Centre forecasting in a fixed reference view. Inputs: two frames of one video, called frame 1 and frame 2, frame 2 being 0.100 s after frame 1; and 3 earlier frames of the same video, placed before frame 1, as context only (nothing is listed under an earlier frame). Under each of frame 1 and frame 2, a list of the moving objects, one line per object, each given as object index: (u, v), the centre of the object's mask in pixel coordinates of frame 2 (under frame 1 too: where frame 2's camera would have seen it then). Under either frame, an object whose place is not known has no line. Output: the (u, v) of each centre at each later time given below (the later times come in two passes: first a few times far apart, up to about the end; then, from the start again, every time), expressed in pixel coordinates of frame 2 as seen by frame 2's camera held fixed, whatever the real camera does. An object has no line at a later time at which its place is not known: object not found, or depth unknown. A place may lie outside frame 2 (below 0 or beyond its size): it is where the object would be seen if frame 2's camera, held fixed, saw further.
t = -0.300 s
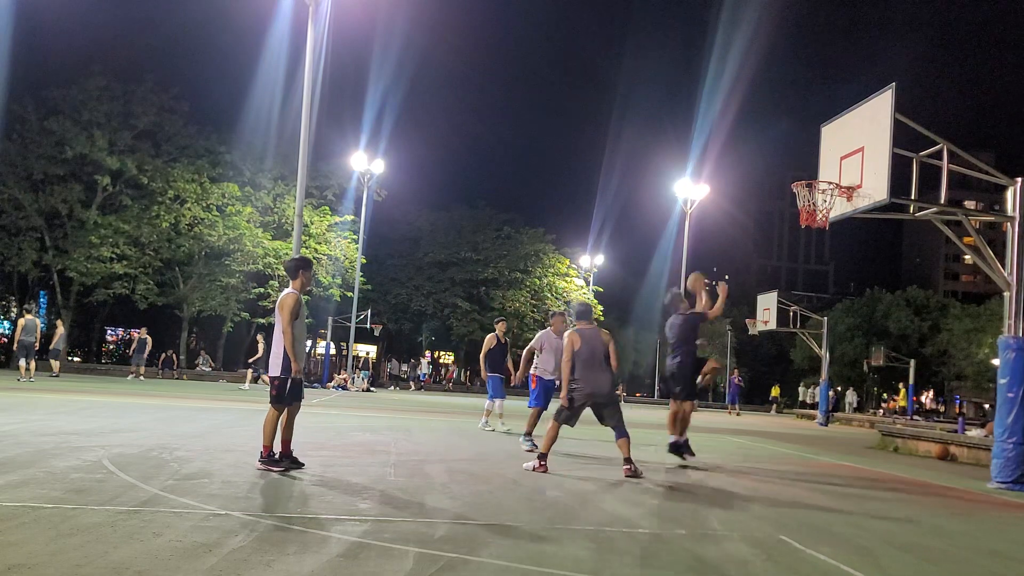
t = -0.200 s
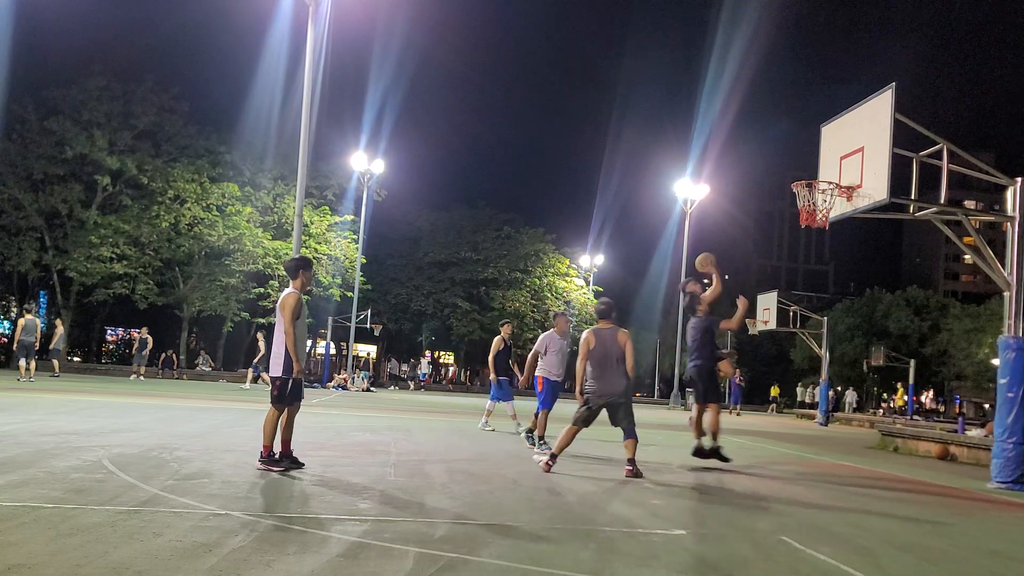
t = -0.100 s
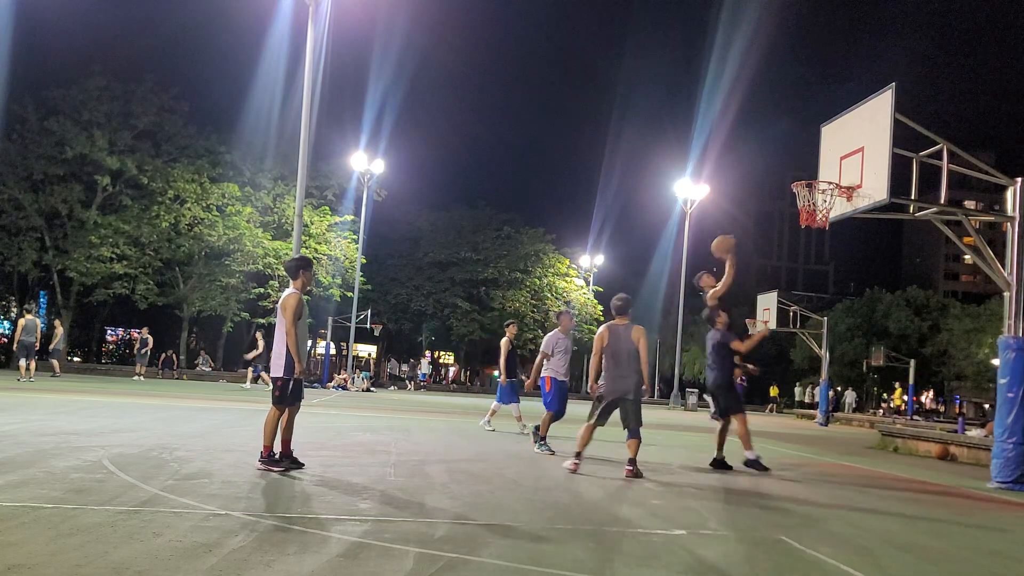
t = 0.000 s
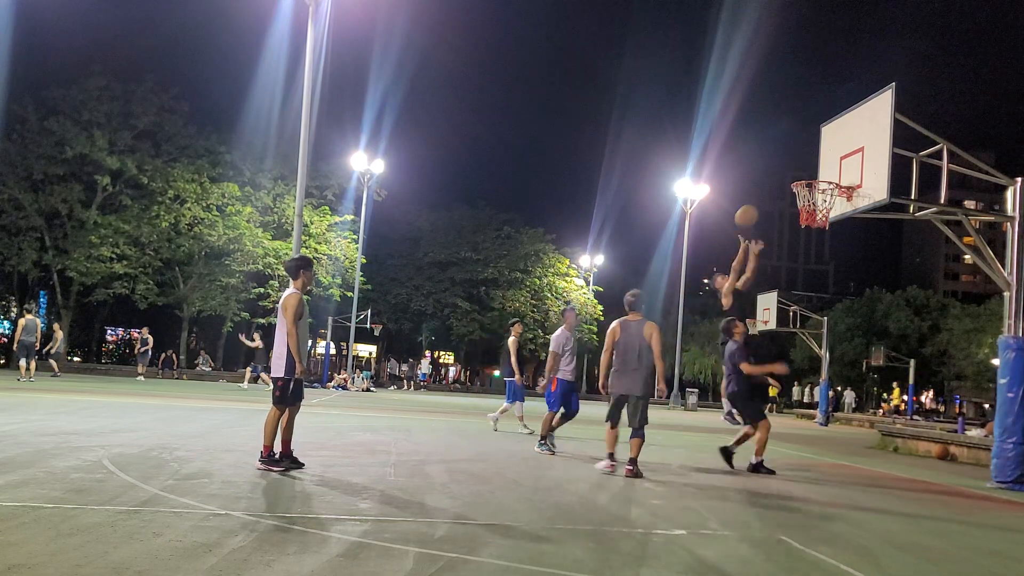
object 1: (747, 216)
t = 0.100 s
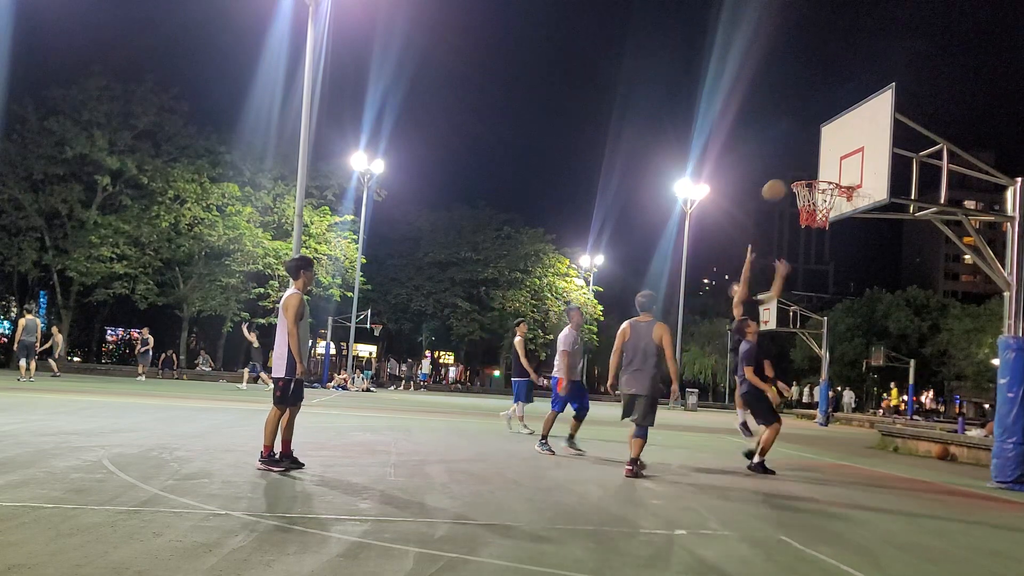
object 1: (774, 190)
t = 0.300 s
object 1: (831, 162)
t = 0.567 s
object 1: (808, 173)
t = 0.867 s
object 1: (820, 190)
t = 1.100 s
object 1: (813, 211)
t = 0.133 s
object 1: (783, 183)
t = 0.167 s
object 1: (792, 176)
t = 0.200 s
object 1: (802, 171)
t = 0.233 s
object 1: (811, 168)
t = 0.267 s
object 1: (820, 164)
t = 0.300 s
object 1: (831, 162)
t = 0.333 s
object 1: (829, 161)
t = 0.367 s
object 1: (826, 161)
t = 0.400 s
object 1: (822, 162)
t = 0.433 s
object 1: (818, 164)
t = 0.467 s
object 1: (815, 167)
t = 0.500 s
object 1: (811, 170)
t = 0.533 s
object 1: (807, 173)
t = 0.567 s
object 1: (808, 173)
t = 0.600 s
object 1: (810, 173)
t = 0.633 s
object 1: (812, 172)
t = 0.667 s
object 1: (814, 173)
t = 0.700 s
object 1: (815, 176)
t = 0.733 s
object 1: (817, 179)
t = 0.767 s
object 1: (818, 183)
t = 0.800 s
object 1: (818, 184)
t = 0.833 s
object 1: (818, 187)
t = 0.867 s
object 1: (820, 190)
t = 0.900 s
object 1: (818, 192)
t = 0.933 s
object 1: (819, 198)
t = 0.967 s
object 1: (816, 205)
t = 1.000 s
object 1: (816, 206)
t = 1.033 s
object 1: (813, 211)
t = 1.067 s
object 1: (812, 210)
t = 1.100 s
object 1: (813, 211)
